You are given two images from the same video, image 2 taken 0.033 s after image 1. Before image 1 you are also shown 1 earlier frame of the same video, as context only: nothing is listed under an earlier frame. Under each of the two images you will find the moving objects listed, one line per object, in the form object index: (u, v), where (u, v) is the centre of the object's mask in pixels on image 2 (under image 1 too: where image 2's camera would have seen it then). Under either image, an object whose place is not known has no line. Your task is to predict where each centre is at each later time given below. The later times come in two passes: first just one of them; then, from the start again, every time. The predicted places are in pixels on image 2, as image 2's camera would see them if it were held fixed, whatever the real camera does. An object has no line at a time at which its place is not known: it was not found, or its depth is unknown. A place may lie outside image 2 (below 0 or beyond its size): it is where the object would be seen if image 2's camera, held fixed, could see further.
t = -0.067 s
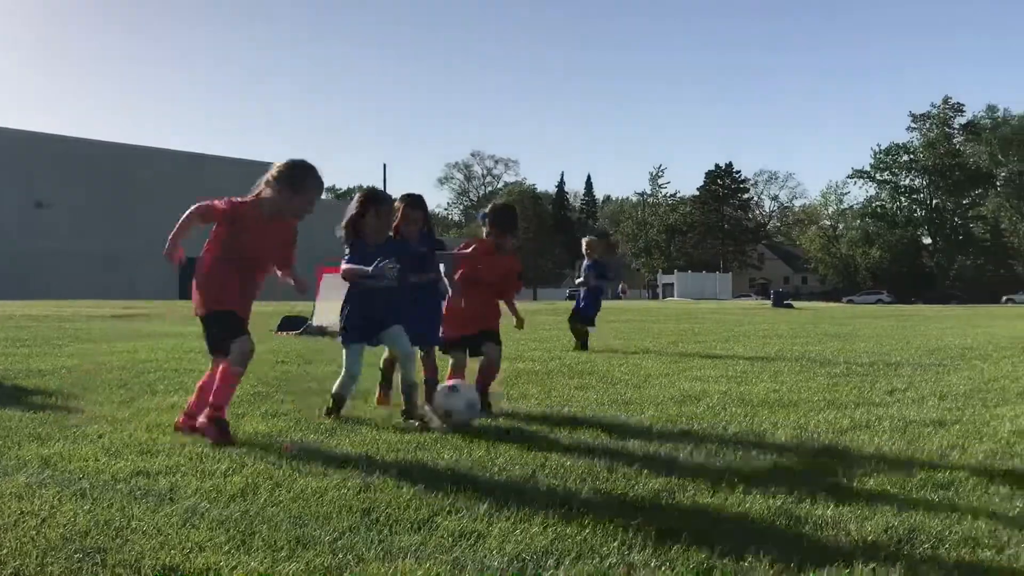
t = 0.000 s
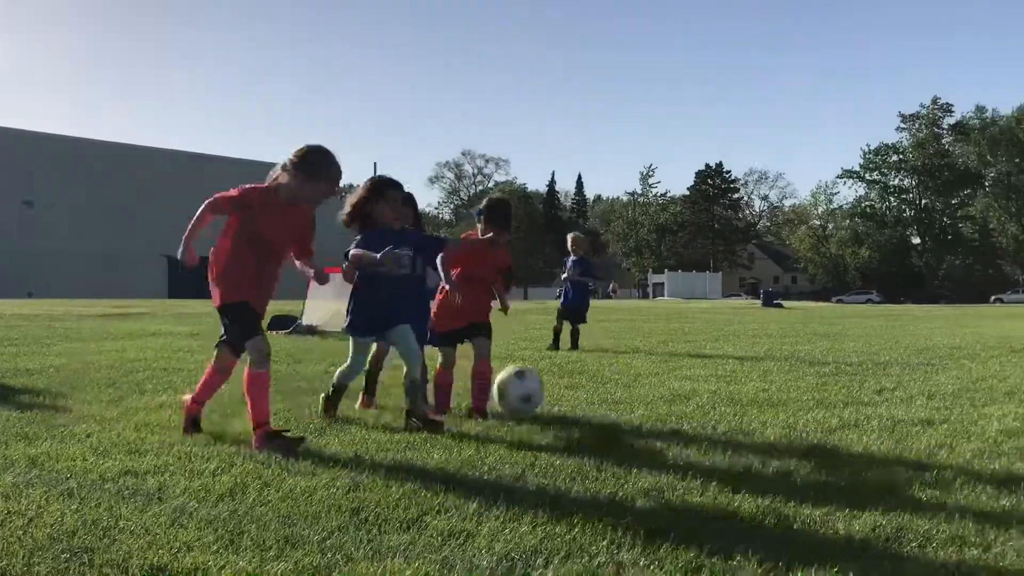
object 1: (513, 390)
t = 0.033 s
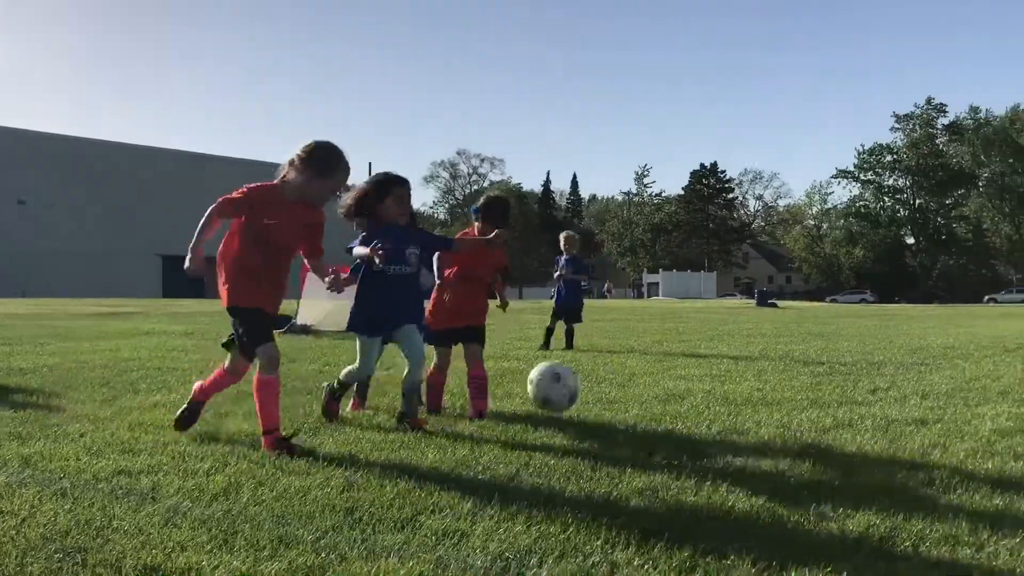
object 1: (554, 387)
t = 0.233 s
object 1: (837, 430)
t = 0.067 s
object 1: (595, 385)
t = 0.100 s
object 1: (636, 387)
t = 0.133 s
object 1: (681, 394)
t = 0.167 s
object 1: (730, 403)
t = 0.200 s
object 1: (783, 416)
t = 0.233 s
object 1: (837, 430)
